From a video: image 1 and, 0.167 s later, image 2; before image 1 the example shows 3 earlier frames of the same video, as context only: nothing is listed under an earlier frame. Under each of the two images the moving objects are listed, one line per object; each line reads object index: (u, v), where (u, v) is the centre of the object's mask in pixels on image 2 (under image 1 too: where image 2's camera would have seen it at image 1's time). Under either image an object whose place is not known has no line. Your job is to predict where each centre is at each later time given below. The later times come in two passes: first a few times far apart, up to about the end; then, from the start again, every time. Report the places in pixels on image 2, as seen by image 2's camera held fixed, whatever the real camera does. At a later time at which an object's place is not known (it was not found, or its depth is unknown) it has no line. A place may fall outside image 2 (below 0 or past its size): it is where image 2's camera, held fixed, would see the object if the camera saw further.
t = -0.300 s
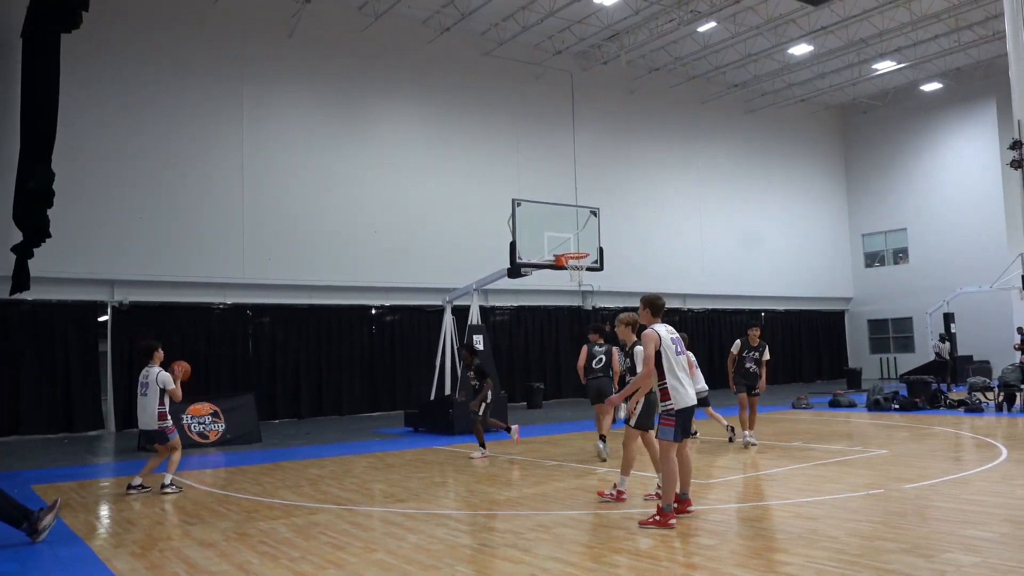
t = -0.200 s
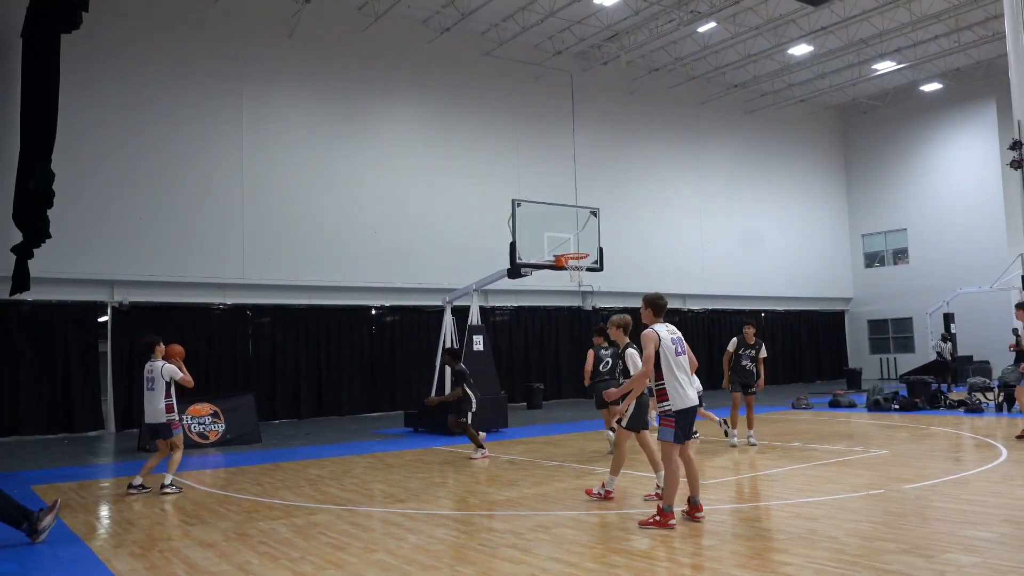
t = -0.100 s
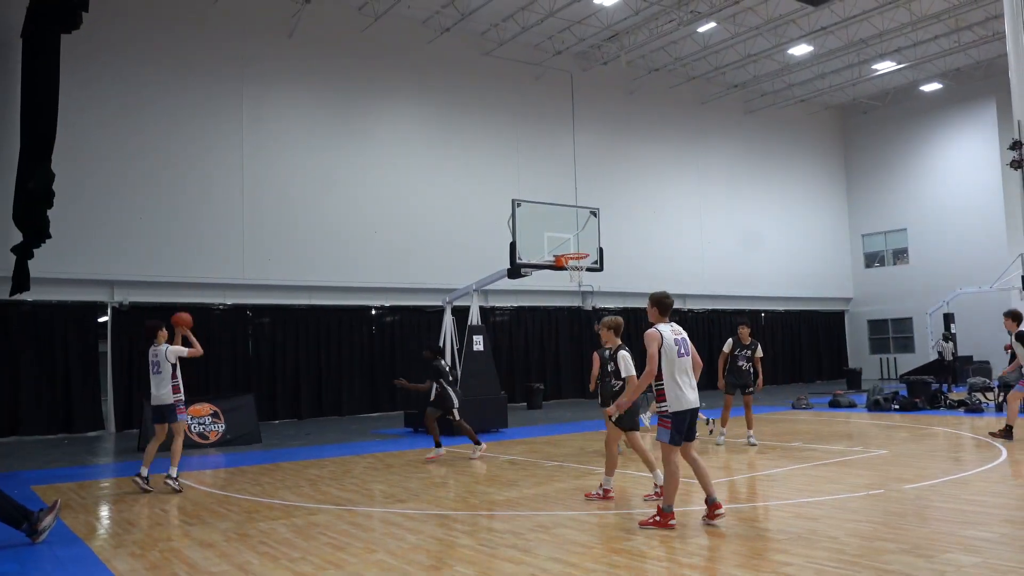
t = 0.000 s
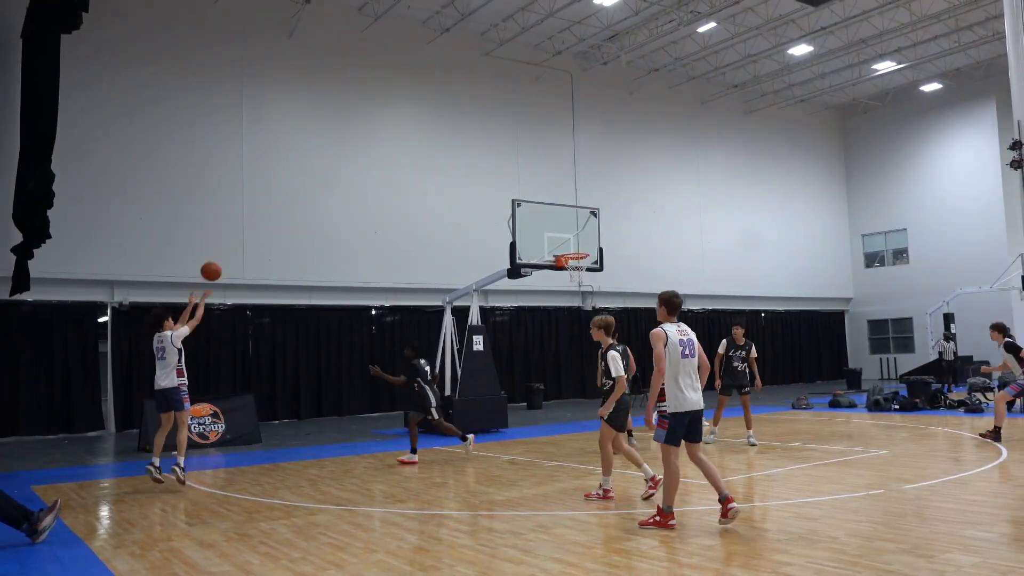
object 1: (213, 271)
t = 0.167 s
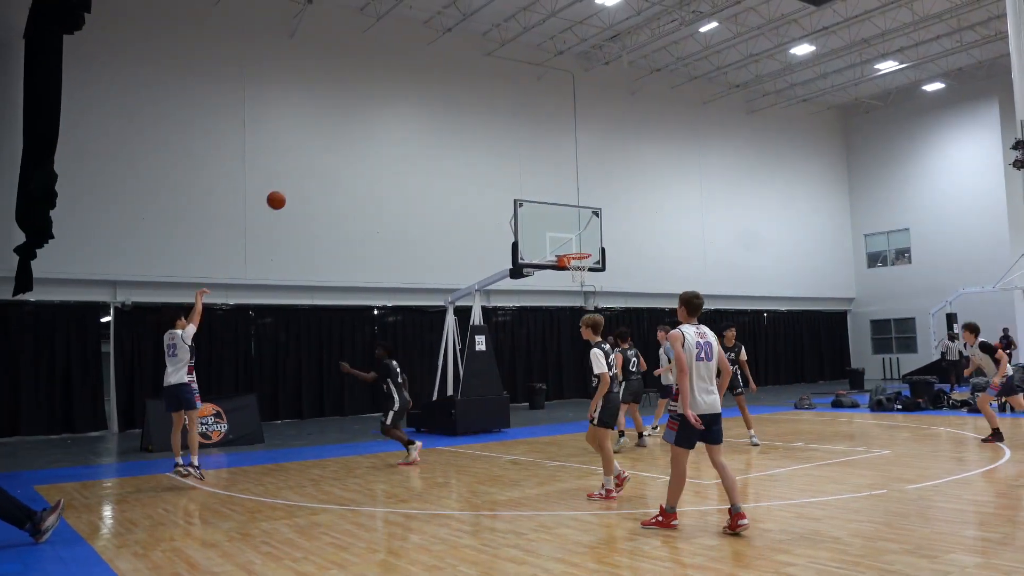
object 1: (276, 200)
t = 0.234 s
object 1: (300, 180)
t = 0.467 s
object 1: (375, 137)
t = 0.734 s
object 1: (452, 137)
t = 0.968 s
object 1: (513, 173)
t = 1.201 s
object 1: (570, 238)
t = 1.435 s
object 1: (596, 283)
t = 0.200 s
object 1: (288, 189)
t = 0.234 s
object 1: (300, 180)
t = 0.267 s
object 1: (311, 171)
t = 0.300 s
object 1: (322, 163)
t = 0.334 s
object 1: (333, 156)
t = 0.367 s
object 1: (344, 150)
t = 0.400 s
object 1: (355, 145)
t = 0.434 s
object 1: (365, 141)
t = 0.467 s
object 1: (375, 137)
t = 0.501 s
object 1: (385, 135)
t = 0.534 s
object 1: (395, 133)
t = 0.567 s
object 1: (405, 132)
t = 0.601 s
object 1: (415, 131)
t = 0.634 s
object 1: (424, 132)
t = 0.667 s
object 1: (434, 133)
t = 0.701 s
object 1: (443, 135)
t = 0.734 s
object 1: (452, 137)
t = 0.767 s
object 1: (461, 141)
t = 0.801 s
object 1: (470, 145)
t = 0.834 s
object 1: (479, 149)
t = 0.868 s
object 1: (488, 154)
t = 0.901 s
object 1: (496, 160)
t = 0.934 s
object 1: (505, 166)
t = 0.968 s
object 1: (513, 173)
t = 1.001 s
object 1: (521, 181)
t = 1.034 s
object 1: (530, 189)
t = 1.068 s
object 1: (538, 197)
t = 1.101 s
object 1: (546, 207)
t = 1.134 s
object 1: (554, 216)
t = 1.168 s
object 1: (562, 227)
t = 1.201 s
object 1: (570, 238)
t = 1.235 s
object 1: (577, 248)
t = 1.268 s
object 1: (584, 261)
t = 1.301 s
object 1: (591, 269)
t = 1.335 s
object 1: (592, 272)
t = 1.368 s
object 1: (593, 275)
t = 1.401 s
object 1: (595, 279)
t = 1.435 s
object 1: (596, 283)
